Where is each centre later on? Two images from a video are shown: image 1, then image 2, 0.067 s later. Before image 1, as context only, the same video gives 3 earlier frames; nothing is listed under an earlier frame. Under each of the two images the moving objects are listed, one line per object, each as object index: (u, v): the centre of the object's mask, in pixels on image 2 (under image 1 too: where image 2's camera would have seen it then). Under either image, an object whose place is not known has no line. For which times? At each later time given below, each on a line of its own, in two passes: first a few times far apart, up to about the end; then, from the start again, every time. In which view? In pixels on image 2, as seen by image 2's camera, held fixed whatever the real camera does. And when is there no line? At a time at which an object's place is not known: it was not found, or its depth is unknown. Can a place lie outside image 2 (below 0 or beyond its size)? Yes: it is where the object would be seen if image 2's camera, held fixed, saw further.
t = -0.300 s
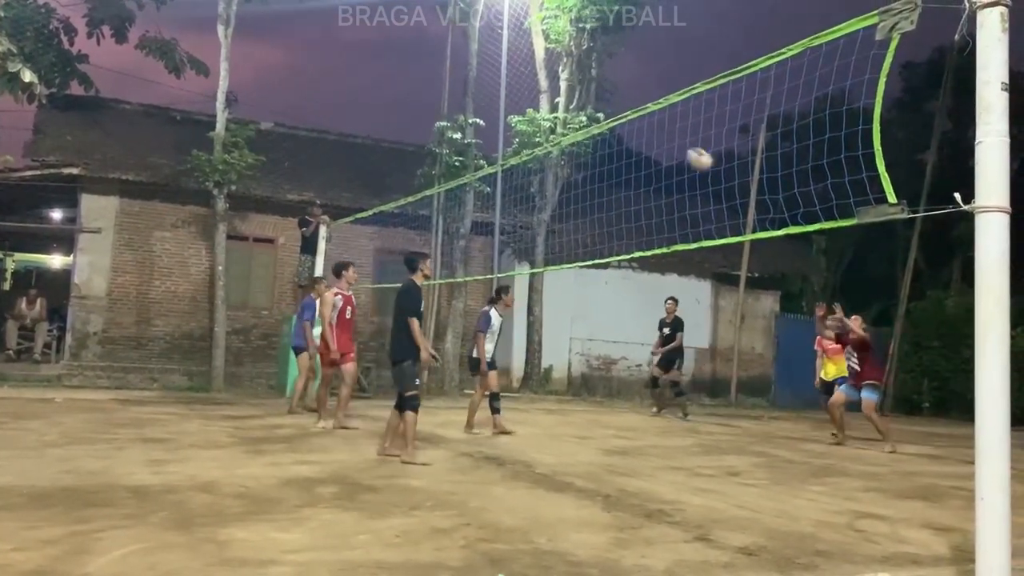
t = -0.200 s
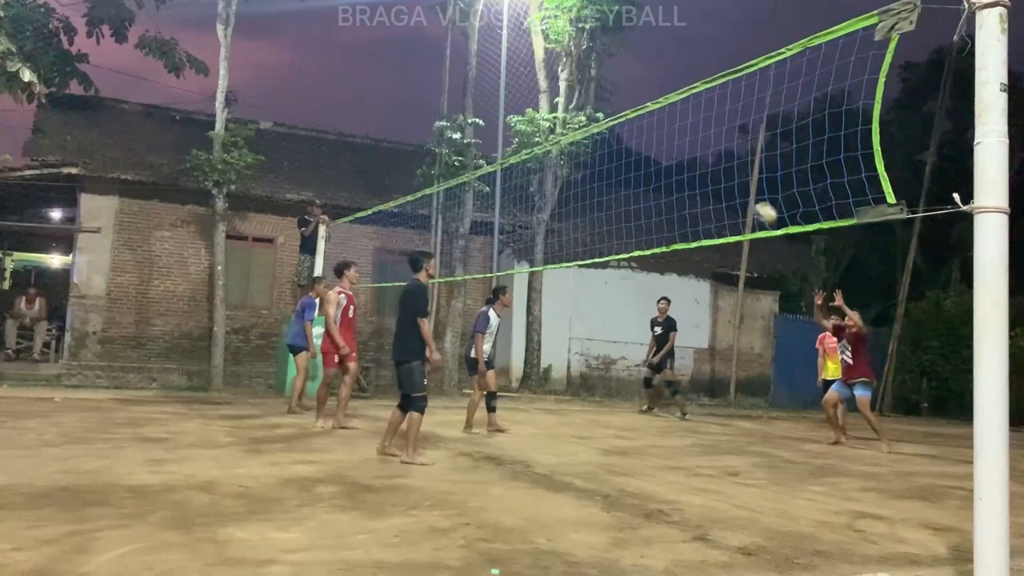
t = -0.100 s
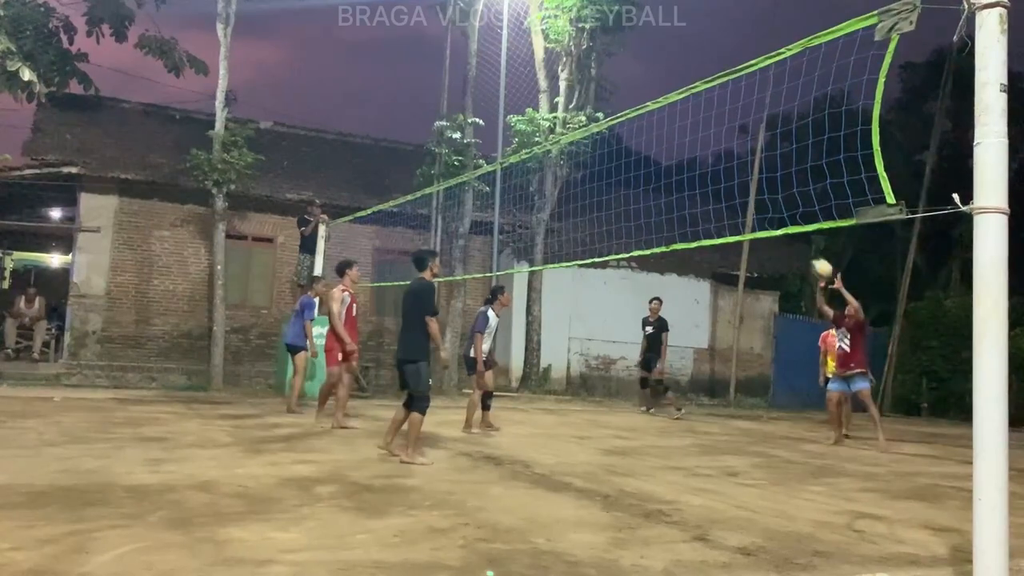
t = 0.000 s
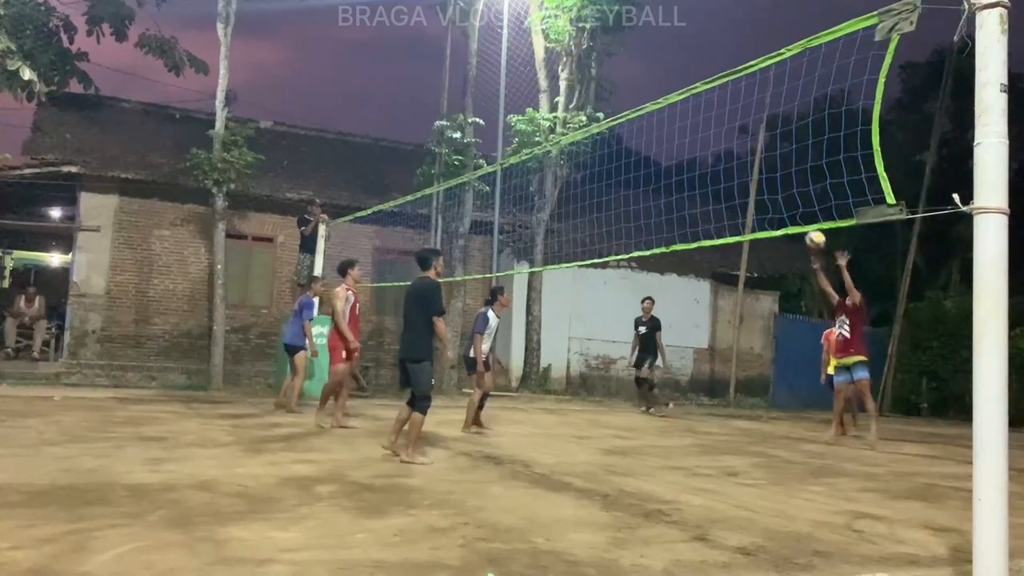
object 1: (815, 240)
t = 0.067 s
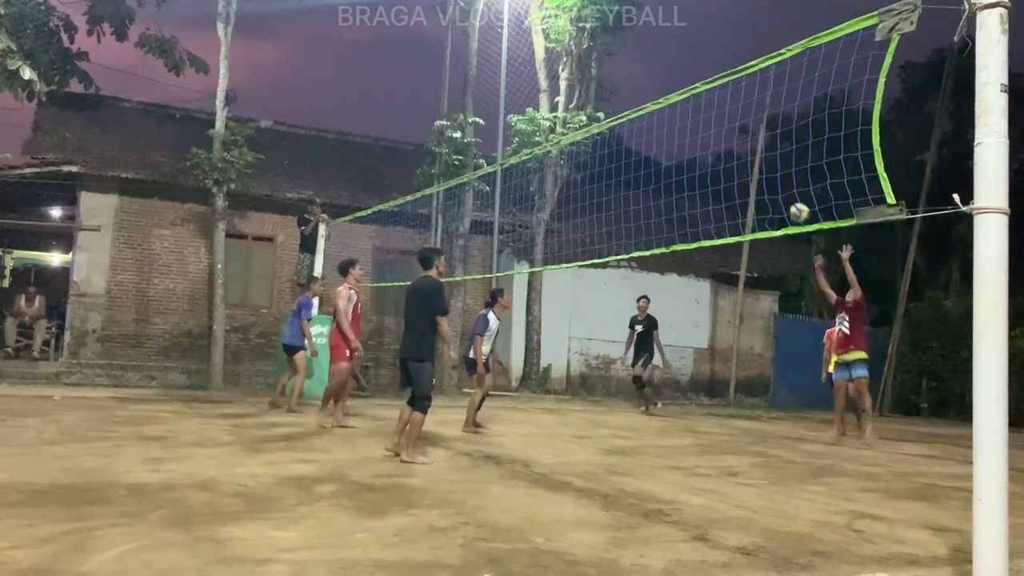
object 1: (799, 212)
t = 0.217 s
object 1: (761, 164)
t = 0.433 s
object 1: (705, 124)
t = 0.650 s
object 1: (644, 126)
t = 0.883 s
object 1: (573, 177)
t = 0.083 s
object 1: (795, 206)
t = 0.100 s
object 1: (791, 200)
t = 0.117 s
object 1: (787, 195)
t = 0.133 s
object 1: (783, 189)
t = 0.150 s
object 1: (779, 184)
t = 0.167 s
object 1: (774, 178)
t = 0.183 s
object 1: (770, 173)
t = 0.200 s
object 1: (765, 168)
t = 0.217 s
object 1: (761, 164)
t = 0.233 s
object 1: (757, 159)
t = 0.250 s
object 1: (752, 154)
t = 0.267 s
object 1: (748, 151)
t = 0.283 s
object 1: (745, 147)
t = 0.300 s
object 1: (740, 144)
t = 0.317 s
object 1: (736, 140)
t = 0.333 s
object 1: (731, 137)
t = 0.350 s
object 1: (727, 135)
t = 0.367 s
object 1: (723, 133)
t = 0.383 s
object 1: (718, 130)
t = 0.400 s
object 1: (714, 127)
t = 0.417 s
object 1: (710, 126)
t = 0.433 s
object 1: (705, 124)
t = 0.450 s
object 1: (701, 123)
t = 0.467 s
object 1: (696, 122)
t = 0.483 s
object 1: (691, 121)
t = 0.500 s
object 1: (687, 120)
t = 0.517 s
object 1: (682, 120)
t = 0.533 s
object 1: (677, 120)
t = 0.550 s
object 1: (673, 119)
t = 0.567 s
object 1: (668, 120)
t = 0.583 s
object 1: (663, 121)
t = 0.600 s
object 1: (658, 122)
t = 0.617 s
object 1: (653, 123)
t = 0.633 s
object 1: (649, 124)
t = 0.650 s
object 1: (644, 126)
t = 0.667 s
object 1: (639, 127)
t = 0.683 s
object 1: (634, 129)
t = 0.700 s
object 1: (629, 132)
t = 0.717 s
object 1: (624, 136)
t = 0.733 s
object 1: (619, 139)
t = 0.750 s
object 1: (614, 142)
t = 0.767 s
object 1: (609, 146)
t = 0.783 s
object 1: (604, 150)
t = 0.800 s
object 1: (599, 154)
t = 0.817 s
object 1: (594, 158)
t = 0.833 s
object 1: (588, 163)
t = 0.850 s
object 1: (583, 167)
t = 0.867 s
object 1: (578, 172)
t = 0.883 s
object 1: (573, 177)
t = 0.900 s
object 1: (568, 182)
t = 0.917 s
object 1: (563, 188)
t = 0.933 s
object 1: (557, 194)
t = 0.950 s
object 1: (552, 200)
